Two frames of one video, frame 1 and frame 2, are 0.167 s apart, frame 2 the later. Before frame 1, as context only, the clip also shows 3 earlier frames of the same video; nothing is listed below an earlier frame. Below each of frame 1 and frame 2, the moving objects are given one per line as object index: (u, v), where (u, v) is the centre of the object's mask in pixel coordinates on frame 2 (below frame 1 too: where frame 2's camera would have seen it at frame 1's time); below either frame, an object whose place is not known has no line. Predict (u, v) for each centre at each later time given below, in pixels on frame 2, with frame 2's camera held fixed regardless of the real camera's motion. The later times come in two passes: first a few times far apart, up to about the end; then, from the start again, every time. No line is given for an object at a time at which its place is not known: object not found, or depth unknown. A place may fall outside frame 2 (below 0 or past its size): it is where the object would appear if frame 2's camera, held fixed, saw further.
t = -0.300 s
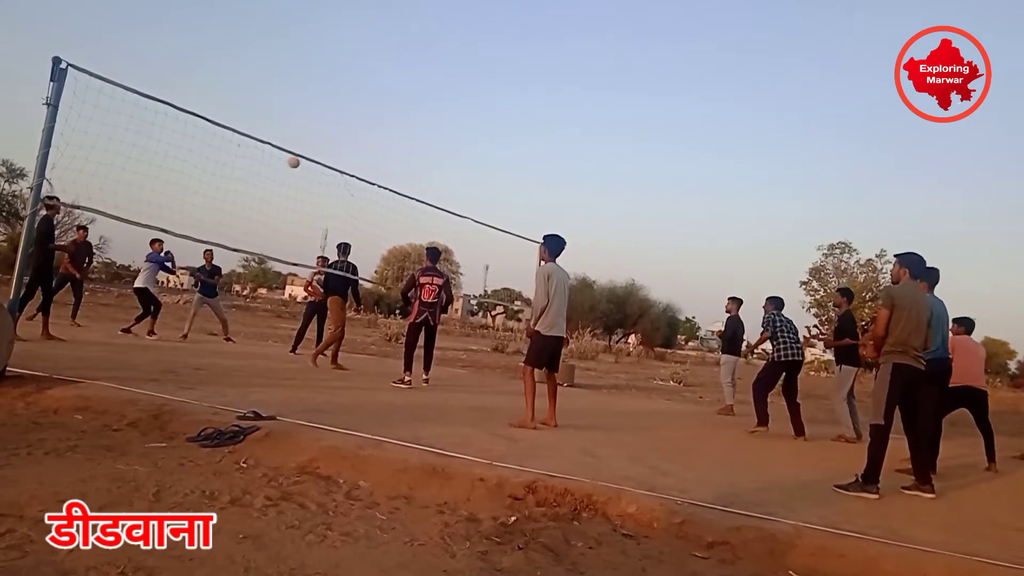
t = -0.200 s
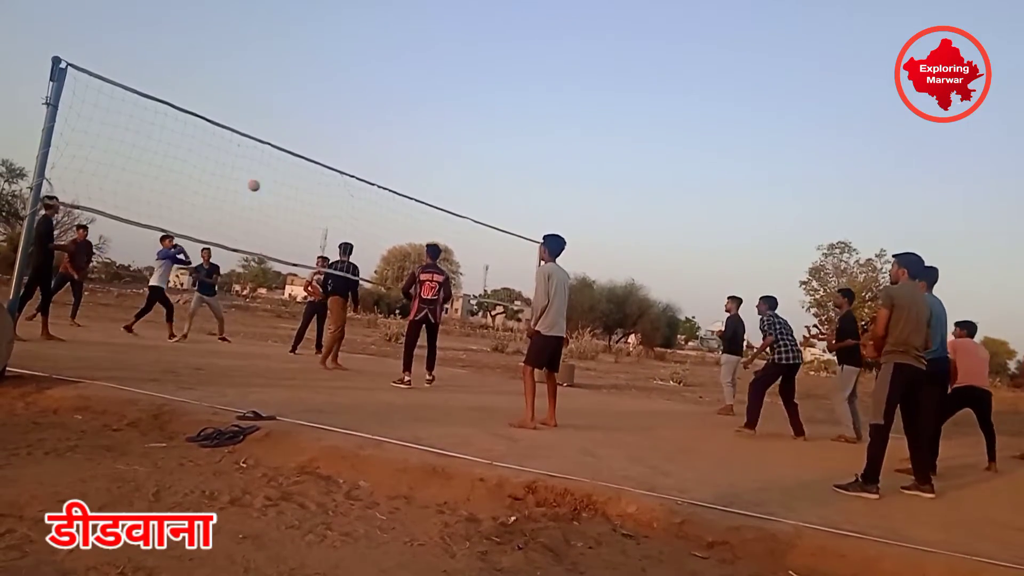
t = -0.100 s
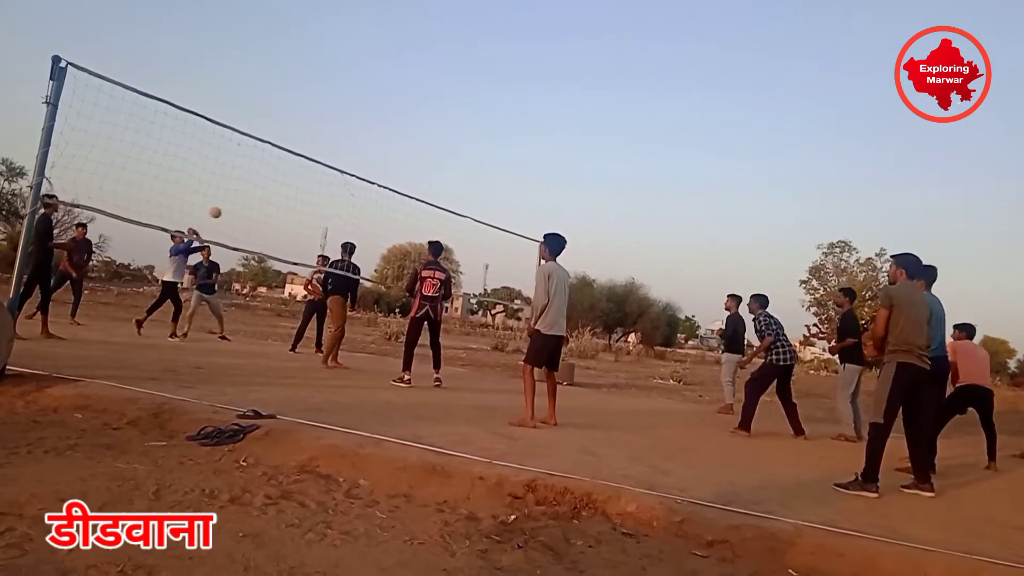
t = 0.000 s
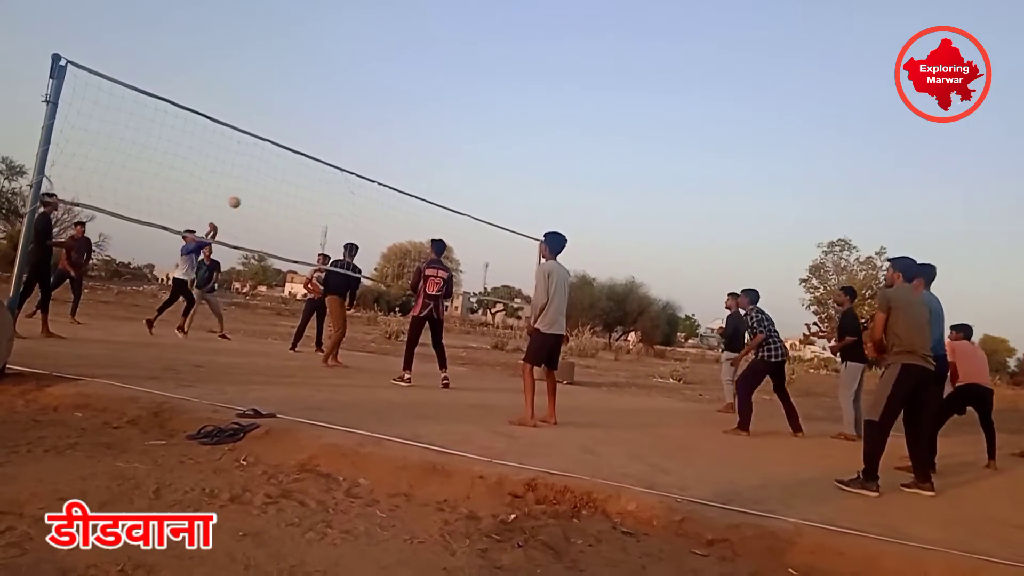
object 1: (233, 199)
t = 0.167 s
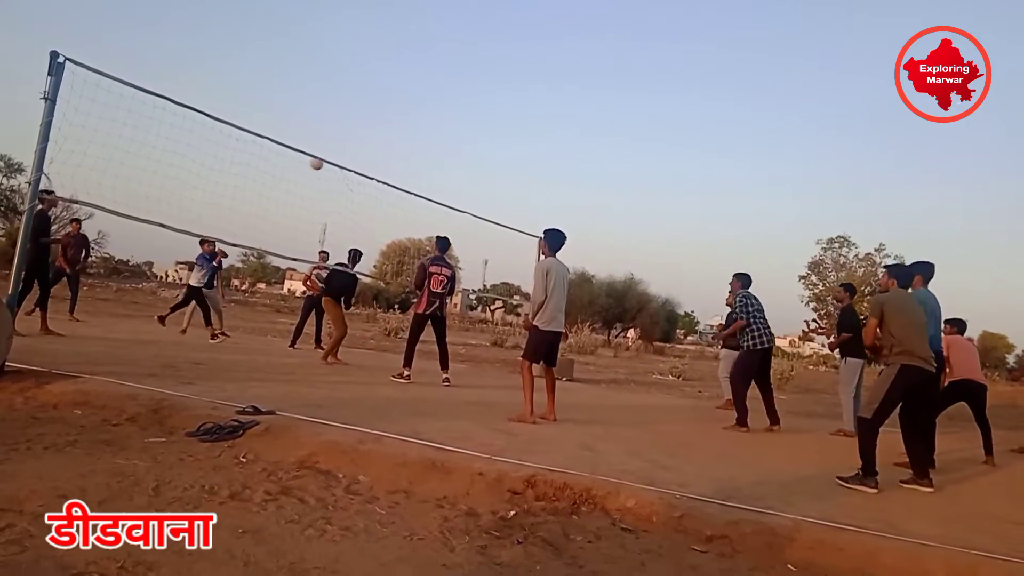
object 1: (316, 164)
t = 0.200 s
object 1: (334, 157)
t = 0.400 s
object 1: (452, 141)
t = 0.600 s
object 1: (594, 157)
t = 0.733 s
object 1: (709, 194)
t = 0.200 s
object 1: (334, 157)
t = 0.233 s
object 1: (352, 153)
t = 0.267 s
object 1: (371, 149)
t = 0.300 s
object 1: (391, 146)
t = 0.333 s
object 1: (410, 143)
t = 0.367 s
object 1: (431, 142)
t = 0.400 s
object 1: (452, 141)
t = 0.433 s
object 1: (473, 141)
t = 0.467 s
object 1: (496, 142)
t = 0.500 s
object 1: (519, 144)
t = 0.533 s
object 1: (543, 147)
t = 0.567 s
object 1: (568, 151)
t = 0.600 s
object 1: (594, 157)
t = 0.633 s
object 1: (621, 164)
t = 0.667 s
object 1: (649, 172)
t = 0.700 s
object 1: (678, 182)
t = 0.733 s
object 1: (709, 194)
